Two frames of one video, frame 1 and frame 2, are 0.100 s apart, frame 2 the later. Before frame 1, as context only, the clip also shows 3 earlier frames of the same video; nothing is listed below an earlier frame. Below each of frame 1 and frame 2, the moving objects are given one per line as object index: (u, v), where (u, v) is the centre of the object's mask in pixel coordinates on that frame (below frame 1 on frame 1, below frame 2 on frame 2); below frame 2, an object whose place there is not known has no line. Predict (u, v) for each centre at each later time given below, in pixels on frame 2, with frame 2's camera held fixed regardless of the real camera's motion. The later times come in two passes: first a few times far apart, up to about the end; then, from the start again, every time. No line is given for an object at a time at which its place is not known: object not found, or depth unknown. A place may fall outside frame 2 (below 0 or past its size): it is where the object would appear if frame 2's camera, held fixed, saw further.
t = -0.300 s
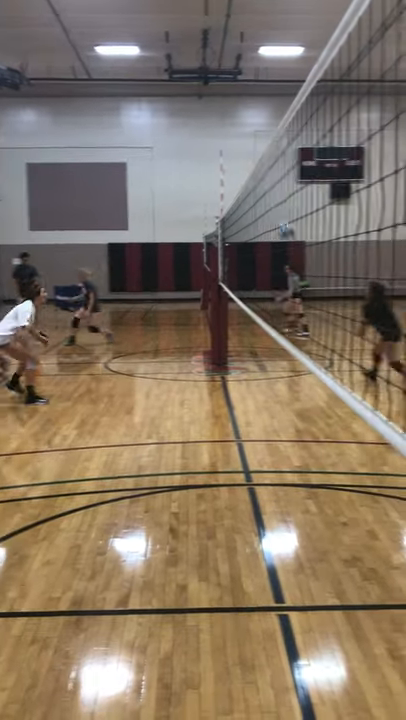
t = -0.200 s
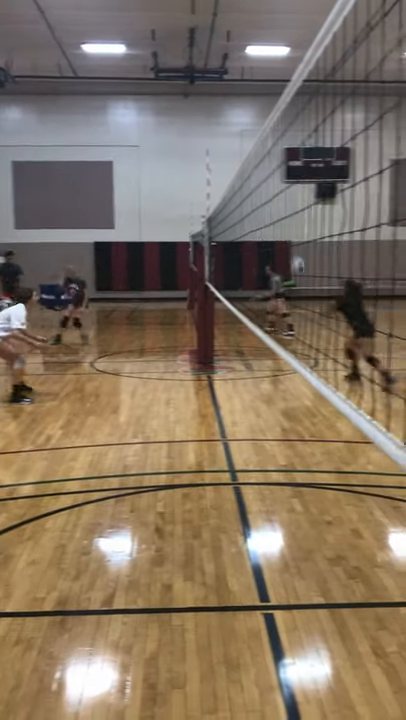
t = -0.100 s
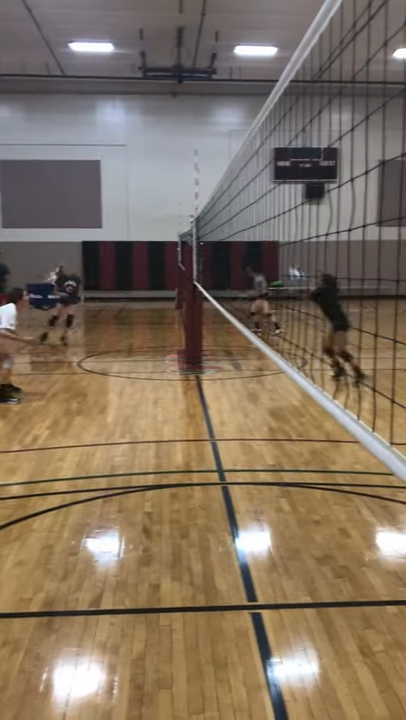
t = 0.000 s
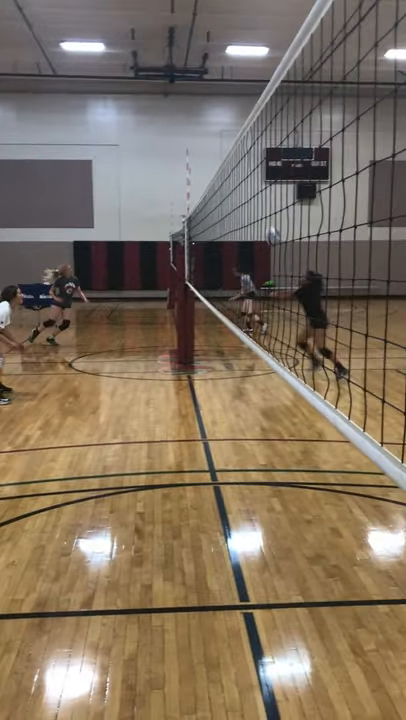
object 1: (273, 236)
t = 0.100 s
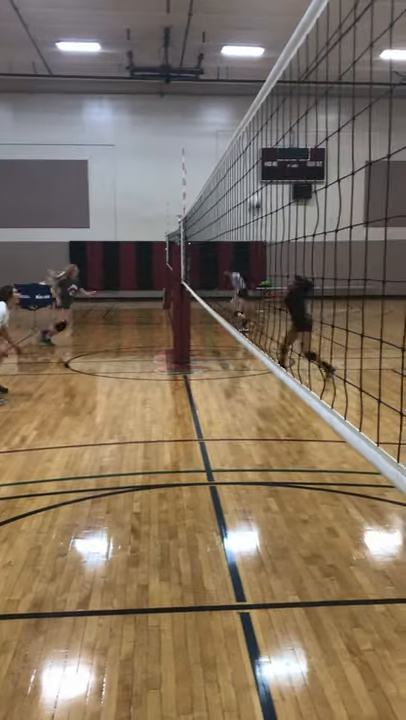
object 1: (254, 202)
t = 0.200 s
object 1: (238, 177)
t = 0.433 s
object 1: (197, 141)
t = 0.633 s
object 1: (158, 146)
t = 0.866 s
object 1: (108, 205)
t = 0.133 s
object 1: (248, 194)
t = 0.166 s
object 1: (244, 185)
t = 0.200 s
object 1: (238, 177)
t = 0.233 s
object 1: (232, 168)
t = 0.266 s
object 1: (228, 163)
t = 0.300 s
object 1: (221, 156)
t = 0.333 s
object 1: (215, 150)
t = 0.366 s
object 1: (209, 146)
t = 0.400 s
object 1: (203, 143)
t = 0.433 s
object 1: (197, 141)
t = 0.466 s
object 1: (191, 139)
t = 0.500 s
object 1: (185, 139)
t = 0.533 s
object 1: (178, 139)
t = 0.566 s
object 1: (171, 140)
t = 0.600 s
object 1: (165, 142)
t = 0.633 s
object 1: (158, 146)
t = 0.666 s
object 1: (152, 151)
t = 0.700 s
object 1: (144, 157)
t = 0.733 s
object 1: (138, 165)
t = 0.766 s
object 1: (130, 173)
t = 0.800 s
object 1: (123, 182)
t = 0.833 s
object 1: (115, 194)
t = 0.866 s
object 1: (108, 205)
